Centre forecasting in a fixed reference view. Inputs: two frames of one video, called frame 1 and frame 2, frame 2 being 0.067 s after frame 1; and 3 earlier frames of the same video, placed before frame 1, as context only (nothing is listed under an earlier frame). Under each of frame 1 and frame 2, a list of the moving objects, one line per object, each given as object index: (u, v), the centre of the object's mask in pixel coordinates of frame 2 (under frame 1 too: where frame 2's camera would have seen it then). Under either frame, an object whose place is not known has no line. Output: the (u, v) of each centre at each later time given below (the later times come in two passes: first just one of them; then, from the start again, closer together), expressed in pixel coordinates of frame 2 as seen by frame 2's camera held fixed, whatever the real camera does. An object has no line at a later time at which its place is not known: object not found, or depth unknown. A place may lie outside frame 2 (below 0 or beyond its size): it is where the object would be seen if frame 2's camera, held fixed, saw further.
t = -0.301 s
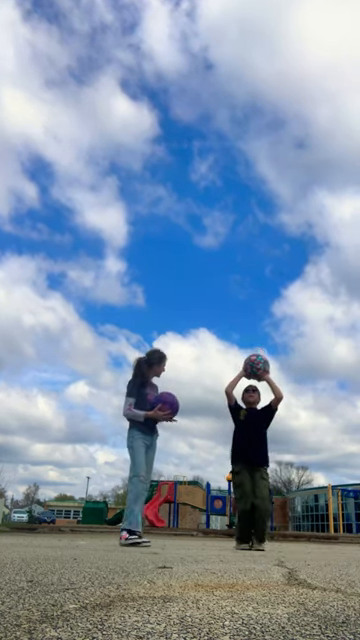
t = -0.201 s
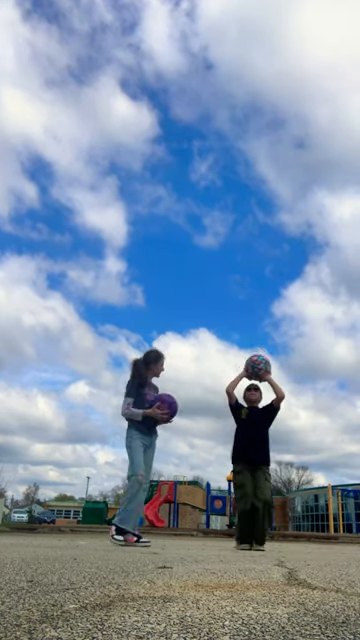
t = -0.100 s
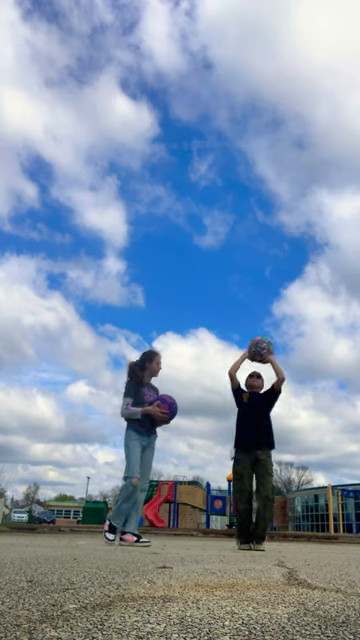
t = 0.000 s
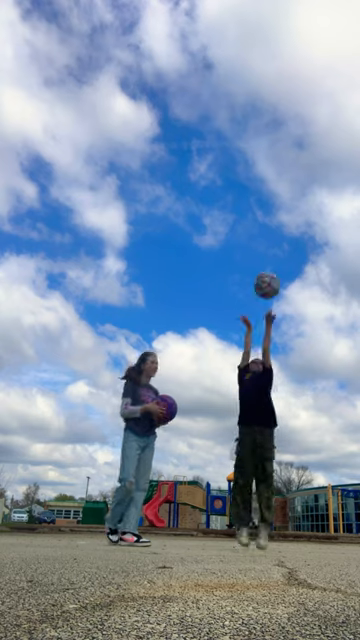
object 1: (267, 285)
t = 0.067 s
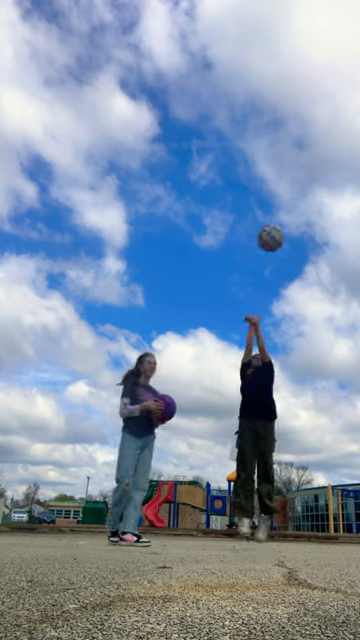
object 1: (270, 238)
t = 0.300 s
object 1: (286, 90)
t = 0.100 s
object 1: (272, 216)
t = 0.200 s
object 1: (279, 150)
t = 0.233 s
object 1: (281, 129)
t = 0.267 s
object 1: (283, 109)
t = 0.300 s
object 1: (286, 90)
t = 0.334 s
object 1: (288, 71)
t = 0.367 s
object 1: (290, 52)
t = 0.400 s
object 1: (293, 34)
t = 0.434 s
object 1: (296, 16)
